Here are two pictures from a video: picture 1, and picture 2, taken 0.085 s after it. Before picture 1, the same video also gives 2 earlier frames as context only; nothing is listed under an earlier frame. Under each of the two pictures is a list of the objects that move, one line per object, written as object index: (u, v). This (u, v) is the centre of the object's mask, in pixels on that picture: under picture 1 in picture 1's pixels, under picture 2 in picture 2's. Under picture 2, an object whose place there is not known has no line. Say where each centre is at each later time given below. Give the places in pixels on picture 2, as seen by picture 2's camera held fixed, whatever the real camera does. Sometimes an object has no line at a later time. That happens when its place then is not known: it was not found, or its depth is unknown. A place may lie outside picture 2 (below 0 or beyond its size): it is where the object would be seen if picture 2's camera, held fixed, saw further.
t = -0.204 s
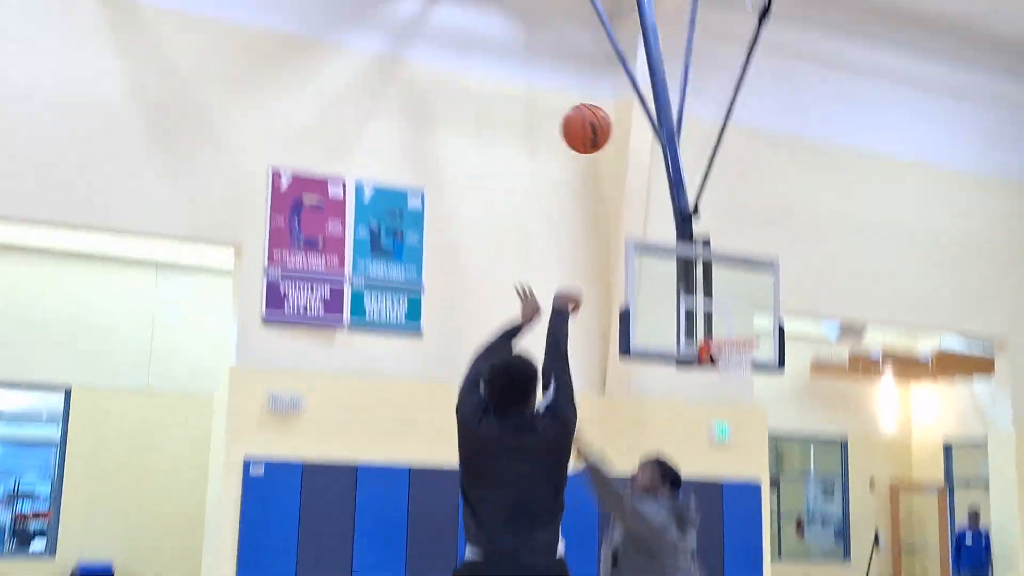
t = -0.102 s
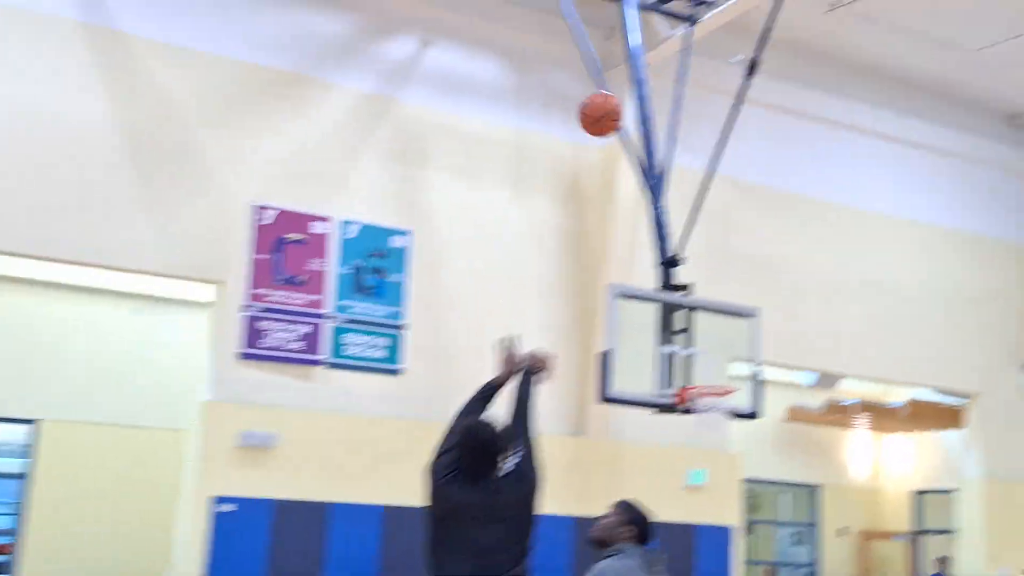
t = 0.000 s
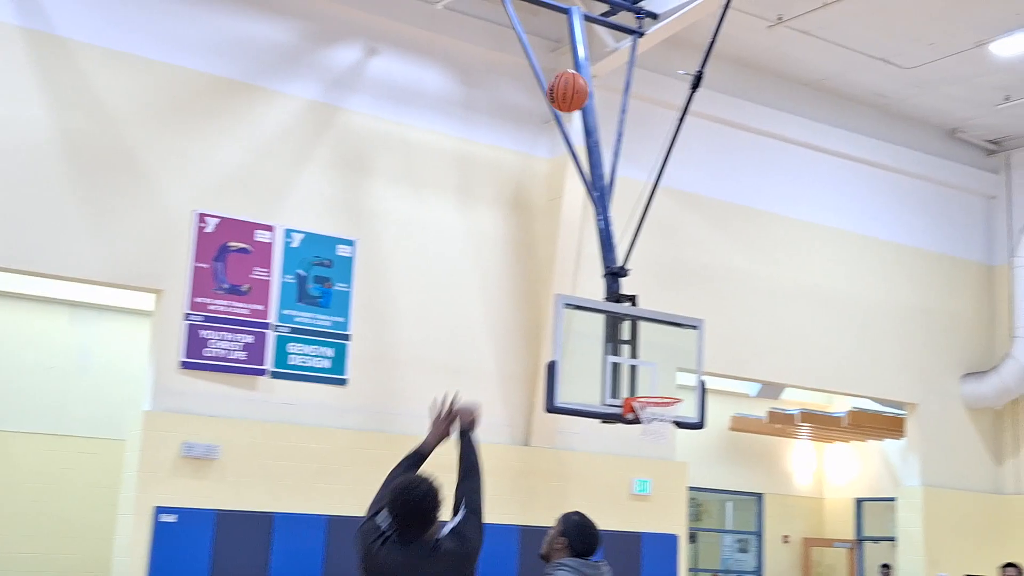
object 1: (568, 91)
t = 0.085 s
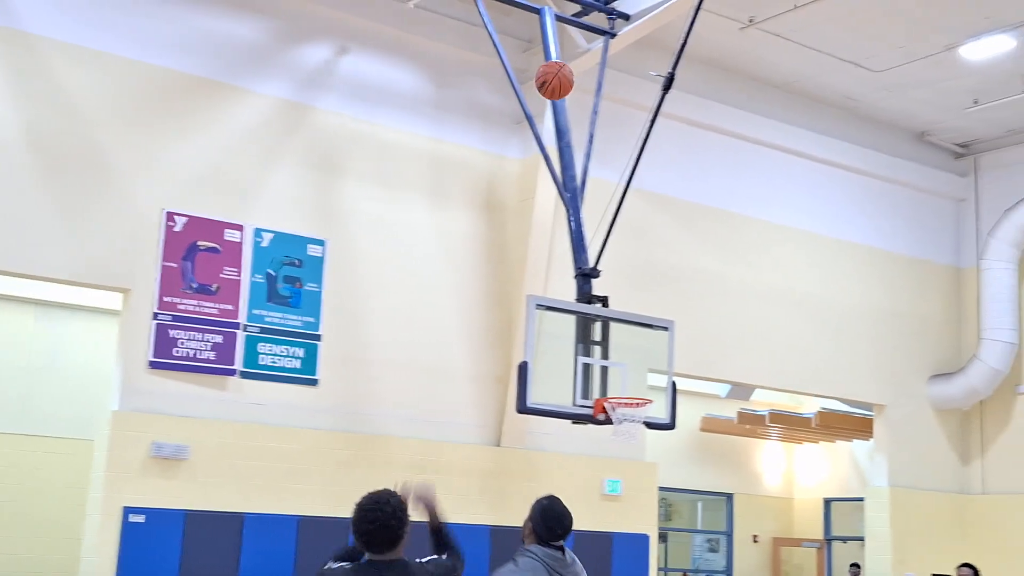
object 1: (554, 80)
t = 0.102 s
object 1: (557, 79)
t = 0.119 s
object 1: (560, 78)
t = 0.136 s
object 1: (563, 78)
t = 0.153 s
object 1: (566, 79)
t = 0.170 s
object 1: (569, 79)
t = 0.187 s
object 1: (571, 81)
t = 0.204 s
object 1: (573, 82)
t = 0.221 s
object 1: (575, 84)
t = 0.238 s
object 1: (577, 87)
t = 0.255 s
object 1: (579, 90)
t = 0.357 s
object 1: (591, 113)
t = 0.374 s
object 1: (592, 117)
